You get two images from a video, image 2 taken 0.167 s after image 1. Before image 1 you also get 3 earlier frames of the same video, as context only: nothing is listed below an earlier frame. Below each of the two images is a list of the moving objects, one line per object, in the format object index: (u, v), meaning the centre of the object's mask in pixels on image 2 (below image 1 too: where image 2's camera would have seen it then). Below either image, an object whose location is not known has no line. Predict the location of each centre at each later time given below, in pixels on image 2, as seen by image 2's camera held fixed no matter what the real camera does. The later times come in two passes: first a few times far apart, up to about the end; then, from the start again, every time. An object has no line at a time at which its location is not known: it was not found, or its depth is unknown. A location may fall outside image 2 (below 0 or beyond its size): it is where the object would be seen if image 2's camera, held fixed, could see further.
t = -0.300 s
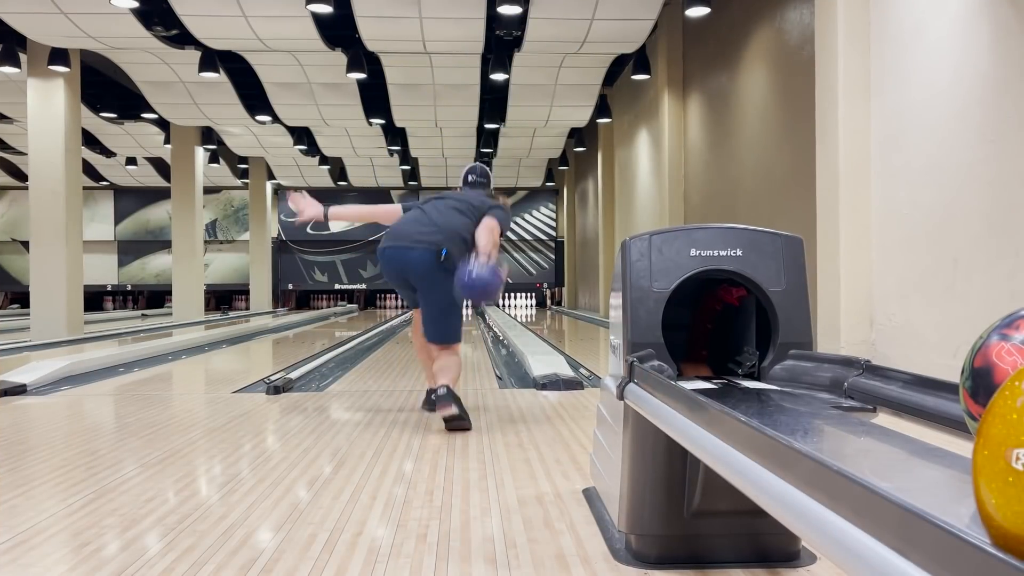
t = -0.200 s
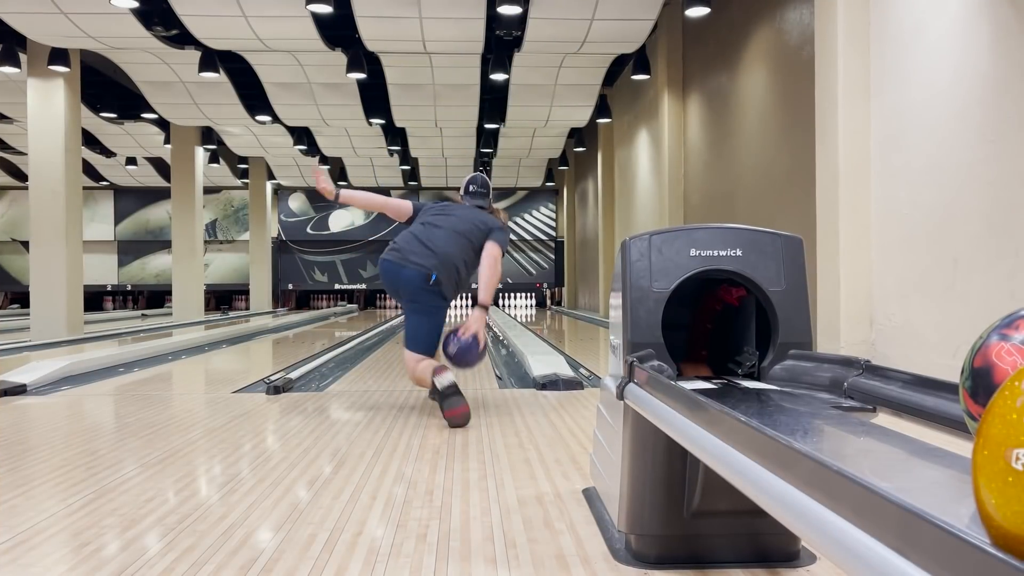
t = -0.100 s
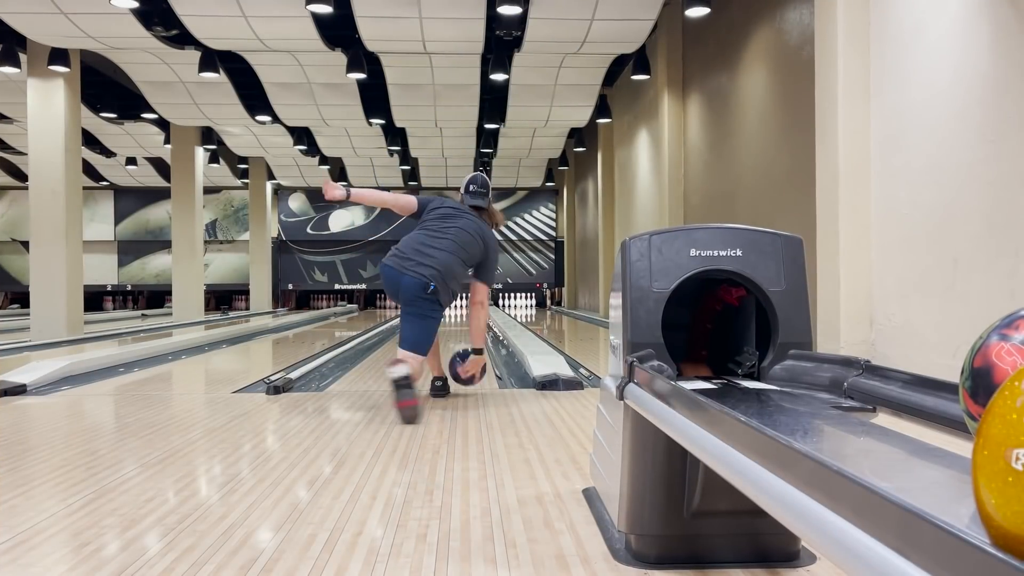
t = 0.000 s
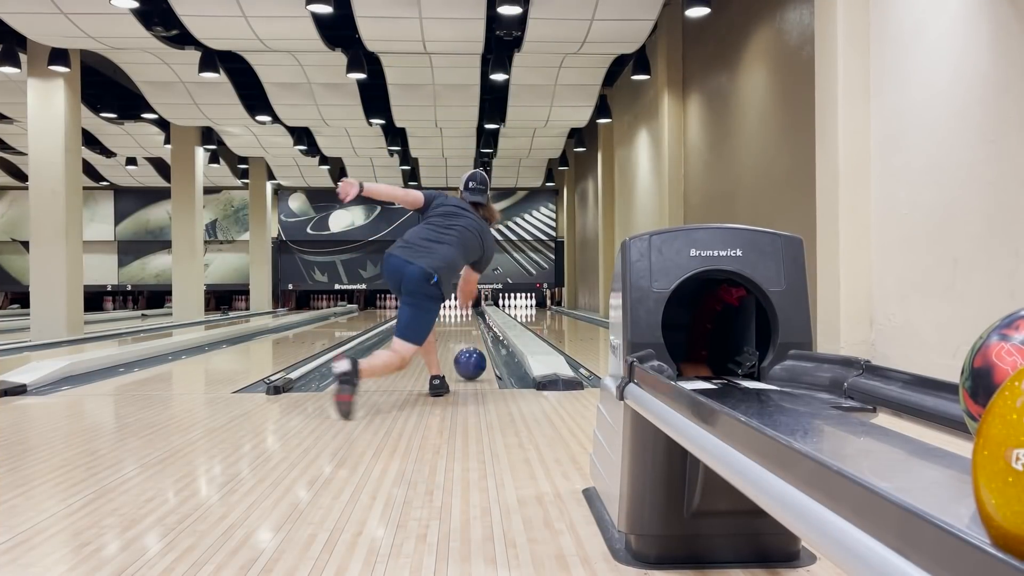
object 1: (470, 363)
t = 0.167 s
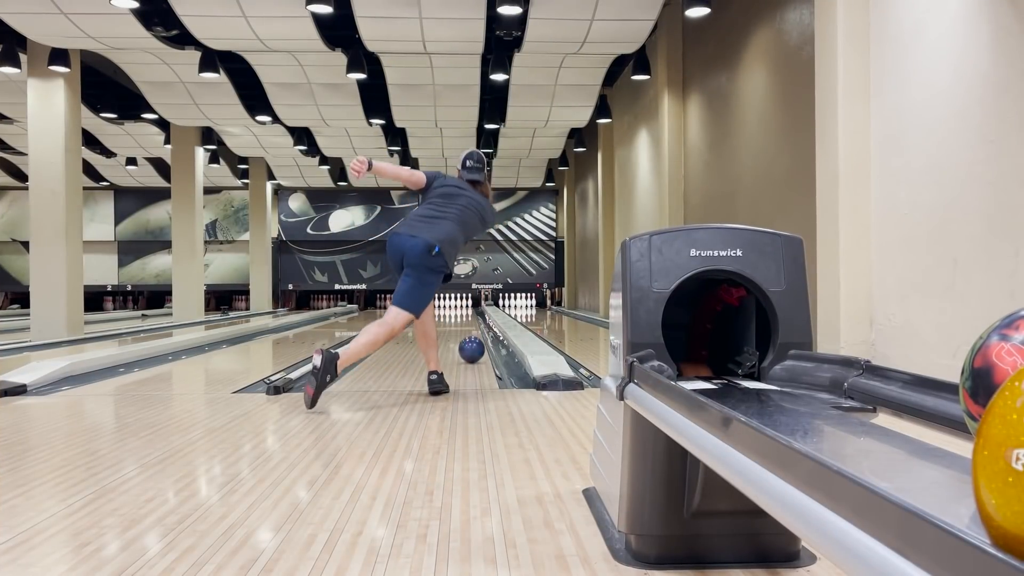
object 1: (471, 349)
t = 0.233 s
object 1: (472, 344)
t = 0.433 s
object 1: (472, 334)
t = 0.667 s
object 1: (473, 326)
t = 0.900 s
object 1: (473, 320)
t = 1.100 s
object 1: (472, 316)
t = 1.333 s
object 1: (472, 312)
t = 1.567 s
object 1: (470, 309)
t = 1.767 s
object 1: (468, 308)
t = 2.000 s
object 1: (464, 306)
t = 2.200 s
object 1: (459, 305)
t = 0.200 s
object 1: (472, 346)
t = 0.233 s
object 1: (472, 344)
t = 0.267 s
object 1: (472, 343)
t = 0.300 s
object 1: (472, 341)
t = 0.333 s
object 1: (472, 339)
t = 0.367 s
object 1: (472, 337)
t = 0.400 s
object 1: (472, 336)
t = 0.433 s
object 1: (472, 334)
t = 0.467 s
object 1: (472, 333)
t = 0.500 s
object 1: (473, 331)
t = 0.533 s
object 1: (473, 330)
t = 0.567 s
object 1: (473, 329)
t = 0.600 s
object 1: (473, 328)
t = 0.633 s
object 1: (472, 327)
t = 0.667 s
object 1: (473, 326)
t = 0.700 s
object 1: (473, 325)
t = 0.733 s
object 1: (473, 324)
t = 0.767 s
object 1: (473, 323)
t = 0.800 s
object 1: (473, 323)
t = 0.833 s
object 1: (473, 322)
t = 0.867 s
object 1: (473, 321)
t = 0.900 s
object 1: (473, 320)
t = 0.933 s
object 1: (473, 320)
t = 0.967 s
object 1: (472, 319)
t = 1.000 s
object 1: (472, 318)
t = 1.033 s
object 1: (472, 318)
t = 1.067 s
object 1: (472, 317)
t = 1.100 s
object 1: (472, 316)
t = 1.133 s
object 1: (472, 316)
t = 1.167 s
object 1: (472, 315)
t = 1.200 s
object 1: (472, 314)
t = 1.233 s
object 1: (472, 314)
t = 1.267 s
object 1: (471, 313)
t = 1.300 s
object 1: (471, 313)
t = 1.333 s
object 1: (472, 312)
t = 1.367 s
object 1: (472, 312)
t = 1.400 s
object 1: (472, 312)
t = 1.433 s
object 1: (471, 311)
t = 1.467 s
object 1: (471, 311)
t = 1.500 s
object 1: (470, 310)
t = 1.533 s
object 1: (470, 310)
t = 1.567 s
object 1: (470, 309)
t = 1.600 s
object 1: (469, 309)
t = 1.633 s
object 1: (469, 309)
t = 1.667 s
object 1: (469, 308)
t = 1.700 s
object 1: (469, 308)
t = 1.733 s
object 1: (468, 308)
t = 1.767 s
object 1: (468, 308)
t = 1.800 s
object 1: (467, 308)
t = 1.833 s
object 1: (467, 307)
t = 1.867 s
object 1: (466, 307)
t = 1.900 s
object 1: (466, 307)
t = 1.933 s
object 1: (465, 307)
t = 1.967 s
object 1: (464, 306)
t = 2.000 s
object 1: (464, 306)
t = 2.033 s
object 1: (462, 306)
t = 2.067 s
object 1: (462, 306)
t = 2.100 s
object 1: (462, 306)
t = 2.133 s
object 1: (460, 306)
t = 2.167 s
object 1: (459, 306)
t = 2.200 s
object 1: (459, 305)
